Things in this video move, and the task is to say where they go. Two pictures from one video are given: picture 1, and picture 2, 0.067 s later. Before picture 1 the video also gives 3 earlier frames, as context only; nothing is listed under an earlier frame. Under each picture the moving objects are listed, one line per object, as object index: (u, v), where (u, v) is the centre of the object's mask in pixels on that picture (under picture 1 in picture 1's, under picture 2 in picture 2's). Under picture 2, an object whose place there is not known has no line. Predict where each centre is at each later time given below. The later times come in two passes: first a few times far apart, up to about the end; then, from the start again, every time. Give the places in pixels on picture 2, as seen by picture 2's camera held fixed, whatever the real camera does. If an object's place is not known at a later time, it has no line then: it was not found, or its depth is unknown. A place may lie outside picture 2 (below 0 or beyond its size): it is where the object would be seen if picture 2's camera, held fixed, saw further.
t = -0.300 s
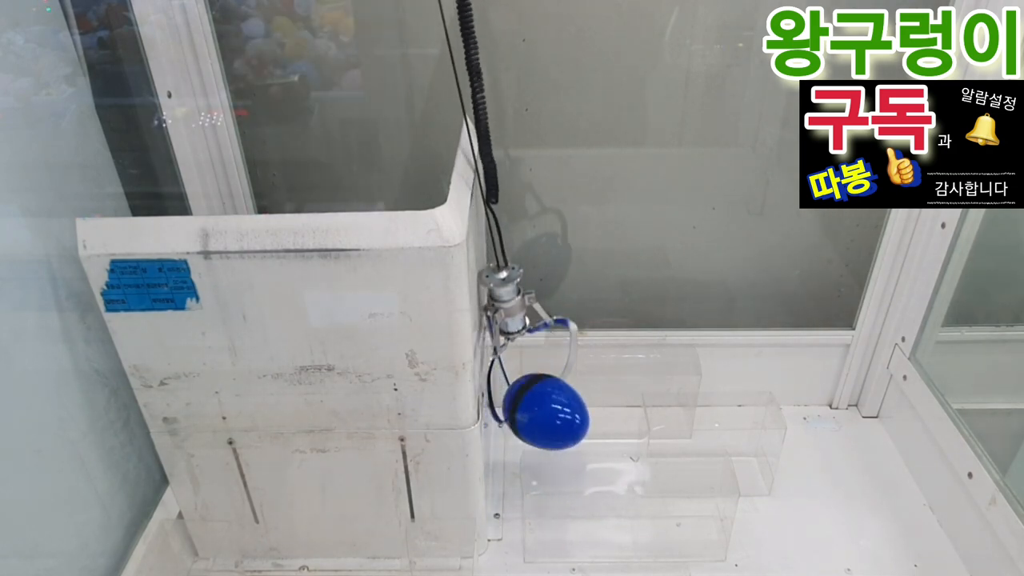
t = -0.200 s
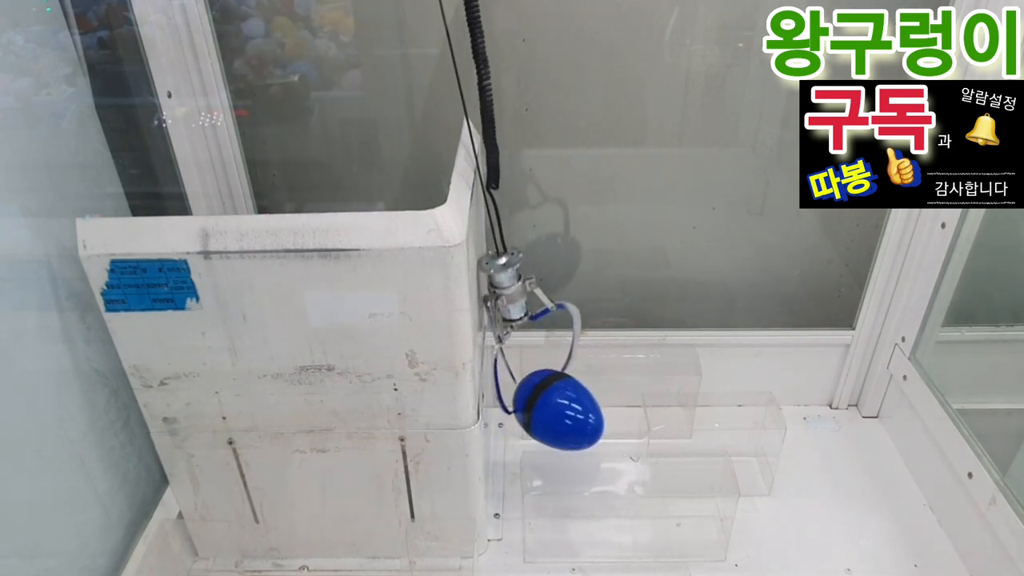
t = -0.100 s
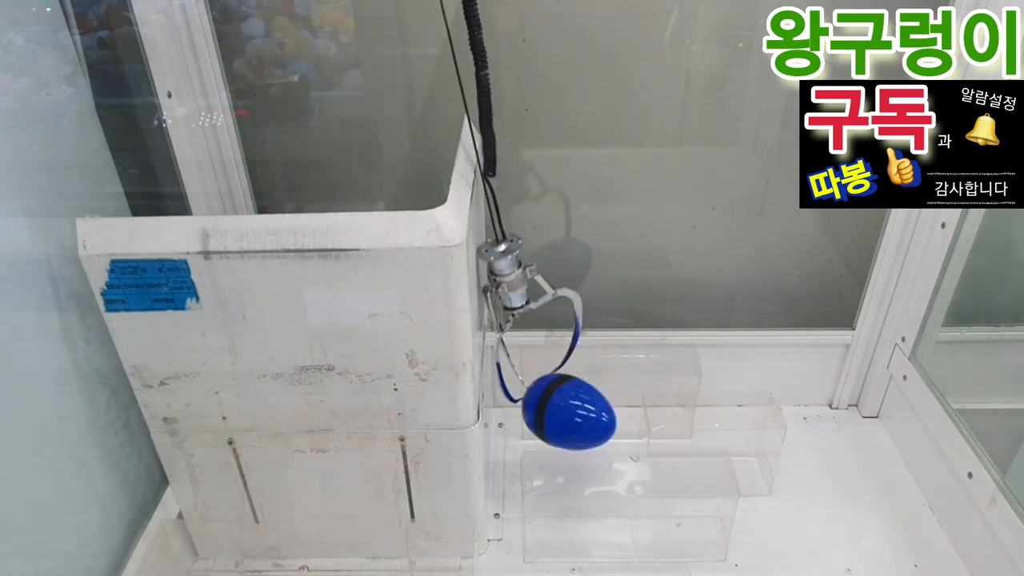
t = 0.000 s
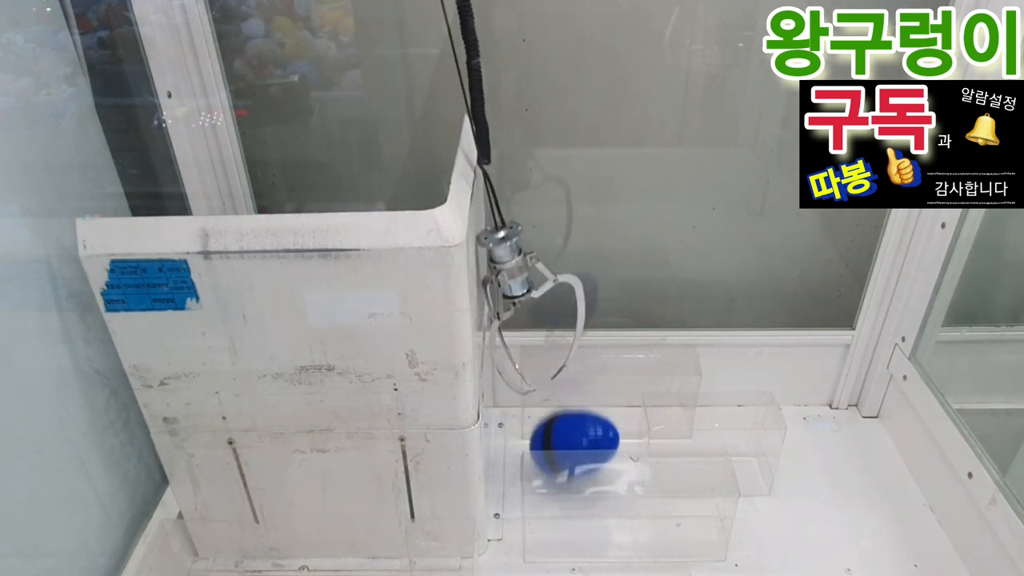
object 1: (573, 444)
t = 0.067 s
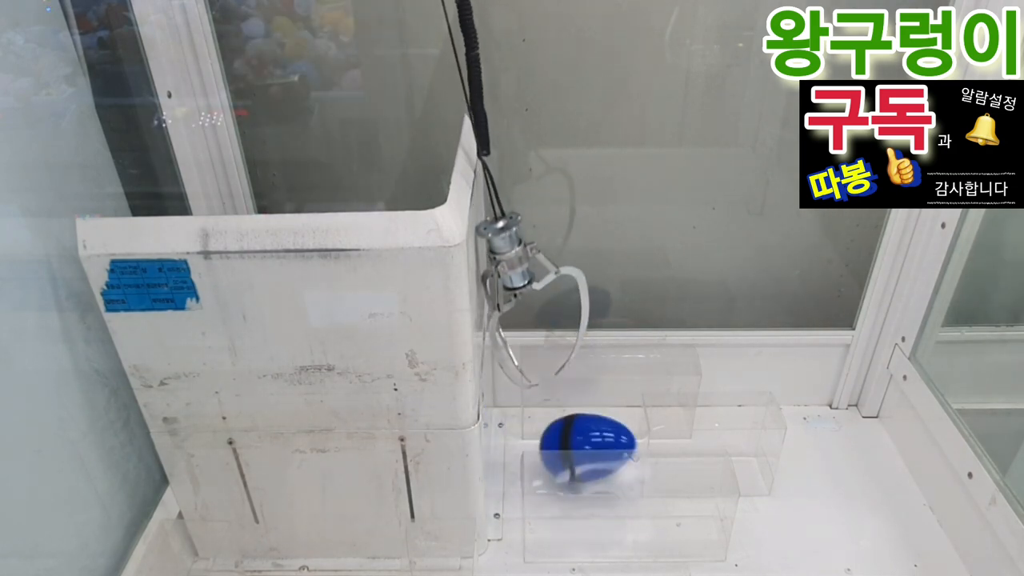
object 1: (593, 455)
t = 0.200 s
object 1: (594, 459)
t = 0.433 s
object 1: (601, 459)
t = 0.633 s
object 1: (605, 458)
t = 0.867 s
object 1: (603, 458)
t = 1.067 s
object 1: (602, 459)
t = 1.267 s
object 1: (601, 460)
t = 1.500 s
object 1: (600, 460)
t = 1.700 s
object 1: (600, 460)
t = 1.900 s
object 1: (601, 460)
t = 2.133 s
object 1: (600, 460)
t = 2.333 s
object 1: (601, 460)
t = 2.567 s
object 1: (601, 460)
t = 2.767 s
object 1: (601, 460)
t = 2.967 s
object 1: (601, 460)
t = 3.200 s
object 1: (601, 460)
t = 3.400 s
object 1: (600, 460)
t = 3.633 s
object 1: (600, 460)
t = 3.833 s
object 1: (601, 460)
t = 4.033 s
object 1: (601, 460)
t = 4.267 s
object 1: (601, 460)
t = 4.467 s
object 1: (600, 460)
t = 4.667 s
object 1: (600, 460)
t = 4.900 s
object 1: (601, 460)
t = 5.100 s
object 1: (601, 460)
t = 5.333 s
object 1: (601, 460)
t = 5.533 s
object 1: (600, 460)
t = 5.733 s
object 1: (600, 460)
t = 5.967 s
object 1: (600, 460)
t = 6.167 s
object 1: (601, 460)
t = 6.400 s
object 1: (601, 460)
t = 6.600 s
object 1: (601, 460)
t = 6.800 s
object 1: (600, 460)
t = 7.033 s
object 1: (600, 460)
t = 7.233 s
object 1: (600, 460)
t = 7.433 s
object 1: (600, 460)
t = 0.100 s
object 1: (597, 458)
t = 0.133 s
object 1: (596, 459)
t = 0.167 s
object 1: (595, 459)
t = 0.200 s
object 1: (594, 459)
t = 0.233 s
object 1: (594, 459)
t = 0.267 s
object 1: (595, 459)
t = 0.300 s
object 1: (596, 460)
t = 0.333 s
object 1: (598, 461)
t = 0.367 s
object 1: (600, 461)
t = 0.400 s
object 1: (601, 460)
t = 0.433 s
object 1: (601, 459)
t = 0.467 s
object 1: (602, 459)
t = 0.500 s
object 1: (603, 458)
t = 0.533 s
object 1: (604, 458)
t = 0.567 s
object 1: (604, 458)
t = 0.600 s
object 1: (605, 458)
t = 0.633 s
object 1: (605, 458)
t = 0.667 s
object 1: (604, 458)
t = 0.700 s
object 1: (605, 458)
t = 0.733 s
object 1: (604, 458)
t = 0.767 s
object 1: (604, 458)
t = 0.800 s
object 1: (604, 458)
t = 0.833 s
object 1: (604, 458)
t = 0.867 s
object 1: (603, 458)
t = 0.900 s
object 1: (603, 459)
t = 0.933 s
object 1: (603, 459)
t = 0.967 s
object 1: (602, 459)
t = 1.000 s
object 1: (602, 459)
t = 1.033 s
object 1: (602, 459)
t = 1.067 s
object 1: (602, 459)
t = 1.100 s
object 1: (601, 460)
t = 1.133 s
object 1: (601, 460)
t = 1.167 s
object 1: (601, 460)
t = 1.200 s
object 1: (601, 460)
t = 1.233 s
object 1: (601, 460)
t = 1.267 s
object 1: (601, 460)
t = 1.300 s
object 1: (600, 460)
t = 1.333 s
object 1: (600, 460)
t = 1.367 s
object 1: (600, 460)
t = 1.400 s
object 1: (600, 460)
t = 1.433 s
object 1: (600, 460)
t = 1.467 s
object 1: (600, 460)
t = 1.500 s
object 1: (600, 460)
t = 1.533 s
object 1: (600, 460)
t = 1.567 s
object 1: (600, 460)
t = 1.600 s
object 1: (600, 460)
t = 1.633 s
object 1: (600, 460)
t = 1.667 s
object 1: (600, 460)
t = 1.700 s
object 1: (600, 460)
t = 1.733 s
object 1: (600, 460)
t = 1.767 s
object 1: (600, 460)
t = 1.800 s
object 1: (600, 460)
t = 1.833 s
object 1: (600, 460)
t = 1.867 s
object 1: (601, 460)
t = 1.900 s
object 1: (601, 460)
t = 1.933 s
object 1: (600, 460)
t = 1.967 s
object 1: (601, 460)
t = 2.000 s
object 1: (601, 460)
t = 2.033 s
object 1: (600, 460)
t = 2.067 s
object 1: (600, 460)
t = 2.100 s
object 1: (600, 460)
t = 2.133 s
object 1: (600, 460)
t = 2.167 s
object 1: (600, 460)
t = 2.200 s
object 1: (601, 460)
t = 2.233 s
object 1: (601, 460)
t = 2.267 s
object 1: (601, 460)
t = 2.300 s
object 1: (601, 460)
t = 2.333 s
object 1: (601, 460)
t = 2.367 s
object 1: (601, 460)
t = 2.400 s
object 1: (601, 460)
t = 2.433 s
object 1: (601, 460)
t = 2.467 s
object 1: (601, 460)
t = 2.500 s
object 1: (601, 460)
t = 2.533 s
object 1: (601, 460)
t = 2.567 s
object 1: (601, 460)
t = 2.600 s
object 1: (601, 460)
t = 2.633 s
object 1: (601, 460)
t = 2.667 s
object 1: (601, 460)
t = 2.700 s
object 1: (601, 460)
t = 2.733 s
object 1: (600, 460)
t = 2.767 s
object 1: (601, 460)
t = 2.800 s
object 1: (600, 460)
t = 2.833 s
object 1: (601, 460)
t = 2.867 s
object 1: (600, 460)
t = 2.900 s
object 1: (601, 460)
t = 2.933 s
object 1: (601, 460)
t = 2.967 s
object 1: (601, 460)
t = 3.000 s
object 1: (600, 460)
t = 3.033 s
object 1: (600, 460)
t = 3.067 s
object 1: (600, 460)
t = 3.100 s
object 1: (601, 460)
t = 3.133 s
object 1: (600, 460)
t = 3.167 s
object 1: (600, 460)
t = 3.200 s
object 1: (601, 460)
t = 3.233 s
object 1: (600, 460)
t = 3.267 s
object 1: (600, 460)
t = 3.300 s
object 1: (601, 460)
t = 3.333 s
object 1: (600, 460)
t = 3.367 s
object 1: (601, 460)
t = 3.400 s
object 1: (600, 460)
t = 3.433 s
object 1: (601, 460)
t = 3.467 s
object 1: (600, 460)
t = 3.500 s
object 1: (601, 460)
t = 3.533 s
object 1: (600, 460)
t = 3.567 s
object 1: (600, 460)
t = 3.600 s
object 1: (601, 460)
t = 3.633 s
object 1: (600, 460)
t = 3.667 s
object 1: (600, 460)
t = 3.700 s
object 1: (600, 460)
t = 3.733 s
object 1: (601, 460)
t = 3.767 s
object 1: (600, 460)
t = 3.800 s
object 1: (600, 460)
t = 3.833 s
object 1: (601, 460)
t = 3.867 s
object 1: (600, 460)
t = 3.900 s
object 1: (600, 460)
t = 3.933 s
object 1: (601, 460)
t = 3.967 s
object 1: (600, 460)
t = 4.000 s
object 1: (600, 460)
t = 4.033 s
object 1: (601, 460)
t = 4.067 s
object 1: (600, 460)
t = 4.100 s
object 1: (601, 460)
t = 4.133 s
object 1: (600, 460)
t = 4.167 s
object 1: (600, 460)
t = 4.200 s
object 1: (601, 460)
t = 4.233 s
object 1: (600, 460)
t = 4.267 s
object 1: (601, 460)
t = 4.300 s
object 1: (600, 460)
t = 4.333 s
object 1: (600, 460)
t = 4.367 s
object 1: (601, 460)
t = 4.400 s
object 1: (601, 460)
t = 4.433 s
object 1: (600, 460)
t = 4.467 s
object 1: (600, 460)
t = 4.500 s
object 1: (600, 460)
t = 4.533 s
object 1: (601, 460)
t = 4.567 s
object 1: (600, 460)
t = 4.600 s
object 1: (600, 460)
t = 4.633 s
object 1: (600, 460)
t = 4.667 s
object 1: (600, 460)
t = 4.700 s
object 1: (600, 460)
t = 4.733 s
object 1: (600, 460)
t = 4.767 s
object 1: (600, 460)
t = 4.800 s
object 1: (600, 460)
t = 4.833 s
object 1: (600, 460)
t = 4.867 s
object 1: (600, 460)
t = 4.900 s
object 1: (601, 460)
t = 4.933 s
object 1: (601, 460)
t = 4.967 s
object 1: (601, 460)
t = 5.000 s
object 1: (601, 460)
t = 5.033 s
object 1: (601, 460)
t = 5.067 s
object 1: (601, 460)
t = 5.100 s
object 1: (601, 460)
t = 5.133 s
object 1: (600, 460)
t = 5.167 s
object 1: (600, 460)
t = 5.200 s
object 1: (600, 460)
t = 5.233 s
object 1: (600, 460)
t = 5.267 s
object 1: (600, 460)
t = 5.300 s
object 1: (600, 460)
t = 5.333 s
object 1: (601, 460)
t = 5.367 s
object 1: (600, 460)
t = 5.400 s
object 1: (600, 460)
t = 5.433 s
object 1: (600, 460)
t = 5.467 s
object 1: (601, 460)
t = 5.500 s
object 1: (600, 460)
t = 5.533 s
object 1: (600, 460)
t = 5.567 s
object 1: (601, 460)
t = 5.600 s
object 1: (600, 460)
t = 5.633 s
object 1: (600, 460)
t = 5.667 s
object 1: (600, 460)
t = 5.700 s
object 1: (600, 460)
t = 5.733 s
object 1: (600, 460)
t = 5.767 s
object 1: (600, 460)
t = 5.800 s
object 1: (600, 460)
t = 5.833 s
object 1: (600, 460)
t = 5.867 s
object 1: (601, 460)
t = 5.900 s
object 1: (601, 460)
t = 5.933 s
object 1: (601, 460)
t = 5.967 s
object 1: (600, 460)
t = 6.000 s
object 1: (601, 460)
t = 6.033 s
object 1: (601, 460)
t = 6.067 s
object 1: (601, 460)
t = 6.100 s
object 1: (600, 460)
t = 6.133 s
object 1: (601, 460)
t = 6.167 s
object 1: (601, 460)
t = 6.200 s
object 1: (600, 460)
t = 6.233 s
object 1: (601, 460)
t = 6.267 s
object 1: (601, 460)
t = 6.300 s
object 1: (601, 460)
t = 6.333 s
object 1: (601, 460)
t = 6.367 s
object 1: (601, 460)
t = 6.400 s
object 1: (601, 460)
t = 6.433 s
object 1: (601, 460)
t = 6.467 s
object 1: (601, 460)
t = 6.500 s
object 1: (601, 460)
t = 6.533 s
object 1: (600, 460)
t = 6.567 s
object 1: (600, 460)
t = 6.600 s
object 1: (601, 460)
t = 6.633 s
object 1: (601, 460)
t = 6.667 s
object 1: (600, 460)
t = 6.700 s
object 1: (600, 460)
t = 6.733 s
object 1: (600, 460)
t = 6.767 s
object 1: (600, 460)
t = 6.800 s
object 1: (600, 460)
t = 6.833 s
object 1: (601, 460)
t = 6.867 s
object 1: (600, 460)
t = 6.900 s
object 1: (600, 460)
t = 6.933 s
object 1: (600, 460)
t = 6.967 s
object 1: (600, 460)
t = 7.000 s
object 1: (600, 460)
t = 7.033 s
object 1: (600, 460)
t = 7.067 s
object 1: (600, 460)
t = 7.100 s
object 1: (600, 460)
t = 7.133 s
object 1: (600, 460)
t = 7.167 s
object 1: (600, 460)
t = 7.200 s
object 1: (601, 460)
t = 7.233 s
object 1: (600, 460)
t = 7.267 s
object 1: (600, 460)
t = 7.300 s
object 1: (600, 460)
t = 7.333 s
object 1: (600, 460)
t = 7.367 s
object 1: (600, 460)
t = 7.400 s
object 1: (600, 460)
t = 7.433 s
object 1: (600, 460)
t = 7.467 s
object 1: (600, 460)
